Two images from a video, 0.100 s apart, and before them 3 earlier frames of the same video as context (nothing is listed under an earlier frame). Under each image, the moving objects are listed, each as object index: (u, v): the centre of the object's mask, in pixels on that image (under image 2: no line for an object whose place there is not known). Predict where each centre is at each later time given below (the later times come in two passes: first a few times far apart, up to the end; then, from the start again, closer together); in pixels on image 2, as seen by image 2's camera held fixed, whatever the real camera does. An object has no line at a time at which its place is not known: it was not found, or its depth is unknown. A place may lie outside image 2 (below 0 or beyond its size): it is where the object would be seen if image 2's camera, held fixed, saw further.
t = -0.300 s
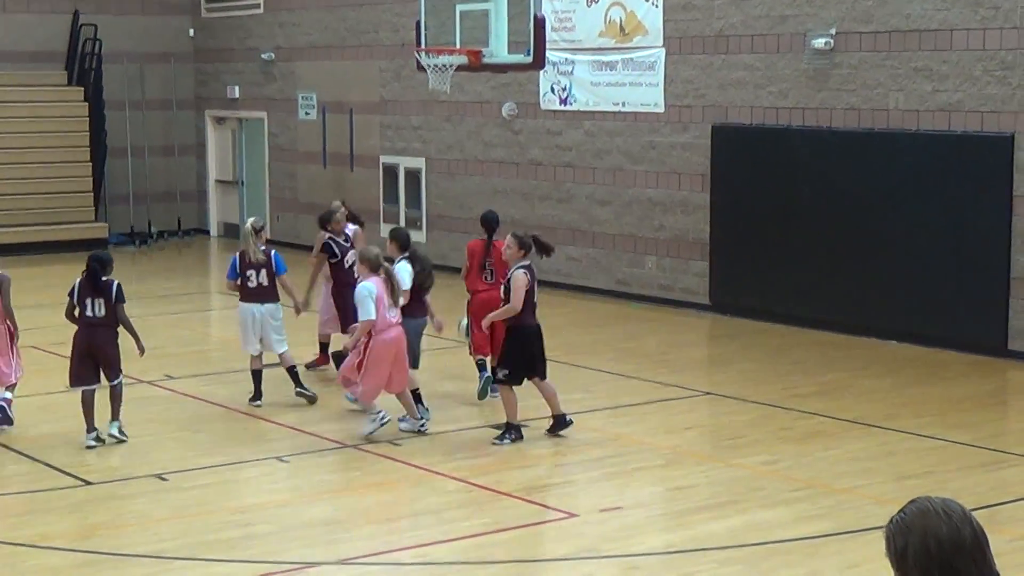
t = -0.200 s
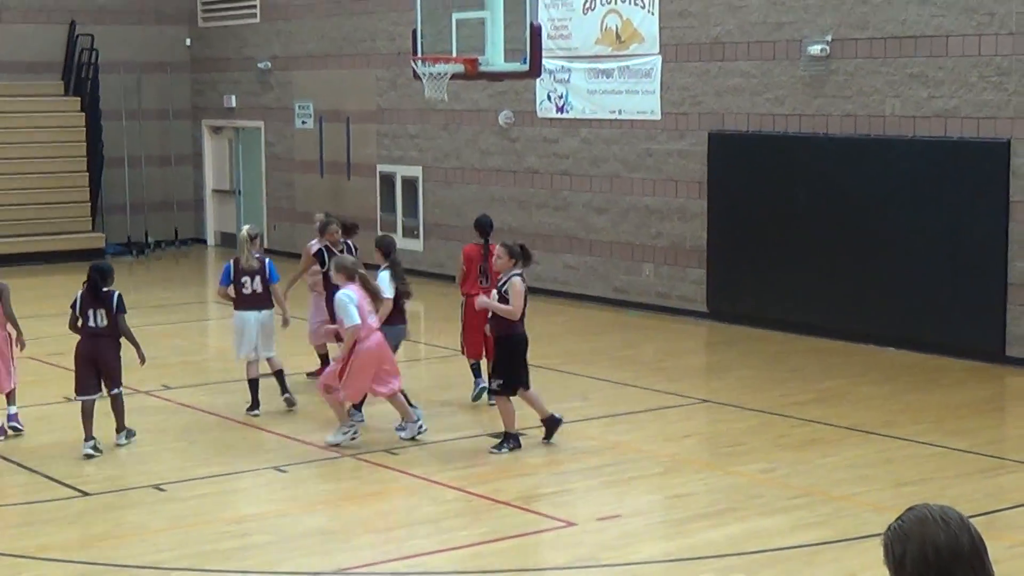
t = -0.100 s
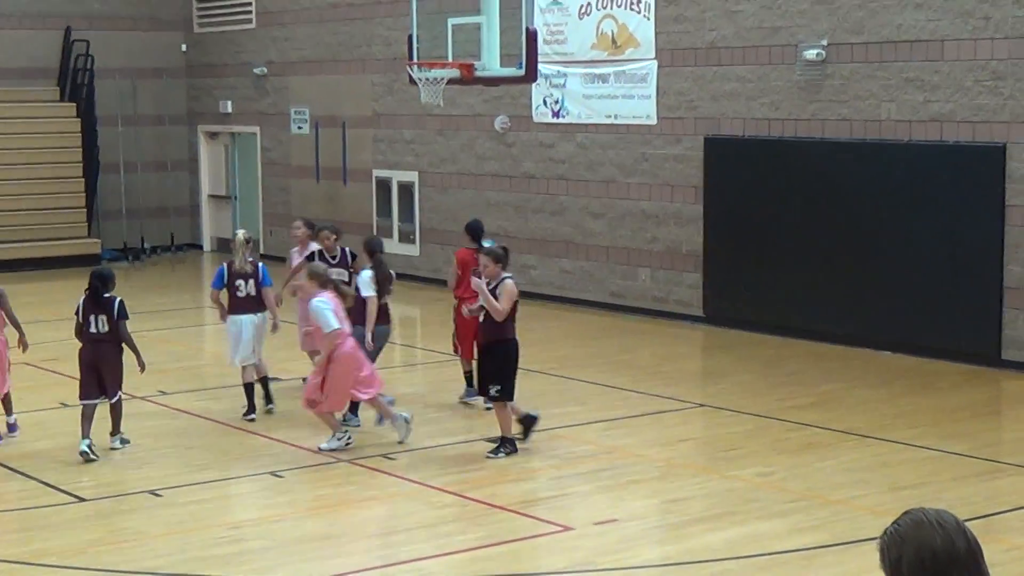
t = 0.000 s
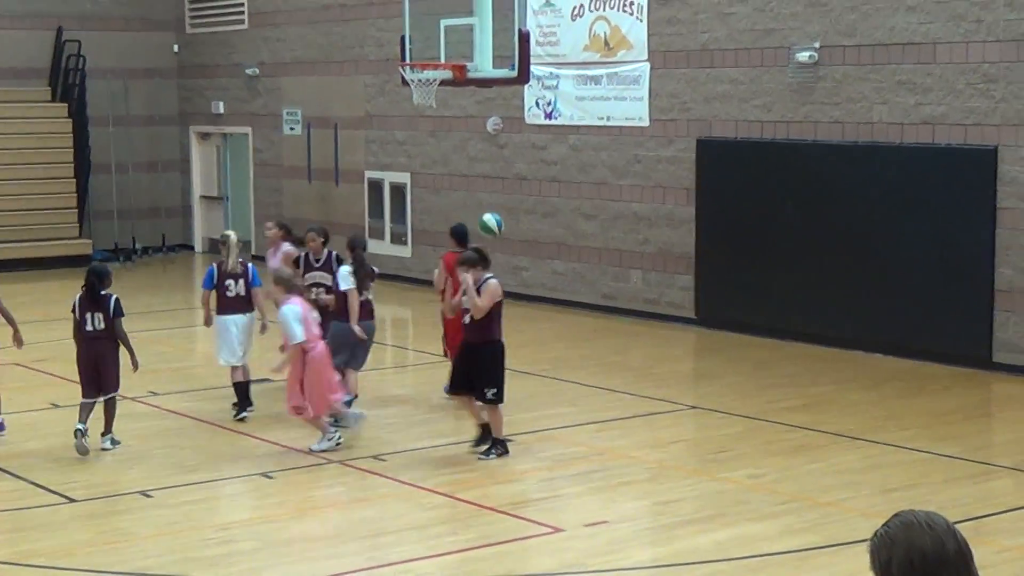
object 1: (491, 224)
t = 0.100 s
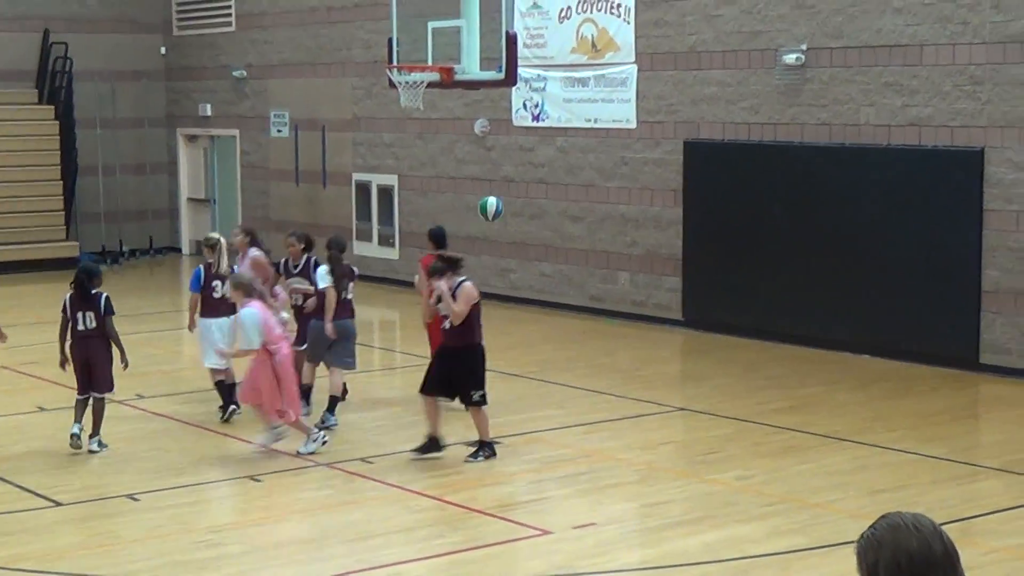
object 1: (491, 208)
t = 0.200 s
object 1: (502, 200)
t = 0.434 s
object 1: (532, 222)
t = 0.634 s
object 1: (557, 289)
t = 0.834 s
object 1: (583, 395)
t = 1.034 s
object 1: (603, 317)
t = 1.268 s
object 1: (628, 278)
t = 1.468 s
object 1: (648, 292)
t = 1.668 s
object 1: (672, 350)
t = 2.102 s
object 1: (720, 330)
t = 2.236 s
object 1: (734, 330)
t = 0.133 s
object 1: (495, 205)
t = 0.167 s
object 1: (498, 202)
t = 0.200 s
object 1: (502, 200)
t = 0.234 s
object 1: (507, 199)
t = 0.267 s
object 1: (511, 200)
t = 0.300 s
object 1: (515, 202)
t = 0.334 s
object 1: (519, 205)
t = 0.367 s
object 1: (524, 209)
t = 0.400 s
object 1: (528, 215)
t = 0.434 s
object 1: (532, 222)
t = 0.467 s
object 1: (536, 230)
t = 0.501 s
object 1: (540, 240)
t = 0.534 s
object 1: (544, 250)
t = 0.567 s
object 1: (549, 262)
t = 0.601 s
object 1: (553, 275)
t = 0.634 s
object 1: (557, 289)
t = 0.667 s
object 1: (561, 302)
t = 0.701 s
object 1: (565, 318)
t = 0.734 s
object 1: (570, 337)
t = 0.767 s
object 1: (574, 355)
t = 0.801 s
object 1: (578, 375)
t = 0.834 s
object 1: (583, 395)
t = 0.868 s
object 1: (587, 379)
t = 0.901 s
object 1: (590, 365)
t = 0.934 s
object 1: (594, 351)
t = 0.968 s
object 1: (596, 339)
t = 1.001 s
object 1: (600, 327)
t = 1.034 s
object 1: (603, 317)
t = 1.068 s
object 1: (605, 308)
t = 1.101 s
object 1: (609, 301)
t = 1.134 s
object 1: (612, 294)
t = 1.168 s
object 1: (617, 287)
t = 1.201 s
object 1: (620, 283)
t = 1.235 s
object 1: (624, 280)
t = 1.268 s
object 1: (628, 278)
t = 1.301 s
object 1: (631, 278)
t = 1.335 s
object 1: (634, 278)
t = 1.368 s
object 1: (638, 280)
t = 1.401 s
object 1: (642, 283)
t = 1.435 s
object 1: (645, 286)
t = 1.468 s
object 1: (648, 292)
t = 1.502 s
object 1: (653, 299)
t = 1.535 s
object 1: (656, 307)
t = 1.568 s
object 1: (661, 315)
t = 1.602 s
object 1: (665, 325)
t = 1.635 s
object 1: (668, 337)
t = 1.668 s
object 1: (672, 350)
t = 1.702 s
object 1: (676, 364)
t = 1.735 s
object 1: (680, 379)
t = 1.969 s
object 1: (705, 349)
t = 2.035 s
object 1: (712, 337)
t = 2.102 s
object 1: (720, 330)
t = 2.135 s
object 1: (724, 328)
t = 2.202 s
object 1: (731, 328)
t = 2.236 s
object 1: (734, 330)
